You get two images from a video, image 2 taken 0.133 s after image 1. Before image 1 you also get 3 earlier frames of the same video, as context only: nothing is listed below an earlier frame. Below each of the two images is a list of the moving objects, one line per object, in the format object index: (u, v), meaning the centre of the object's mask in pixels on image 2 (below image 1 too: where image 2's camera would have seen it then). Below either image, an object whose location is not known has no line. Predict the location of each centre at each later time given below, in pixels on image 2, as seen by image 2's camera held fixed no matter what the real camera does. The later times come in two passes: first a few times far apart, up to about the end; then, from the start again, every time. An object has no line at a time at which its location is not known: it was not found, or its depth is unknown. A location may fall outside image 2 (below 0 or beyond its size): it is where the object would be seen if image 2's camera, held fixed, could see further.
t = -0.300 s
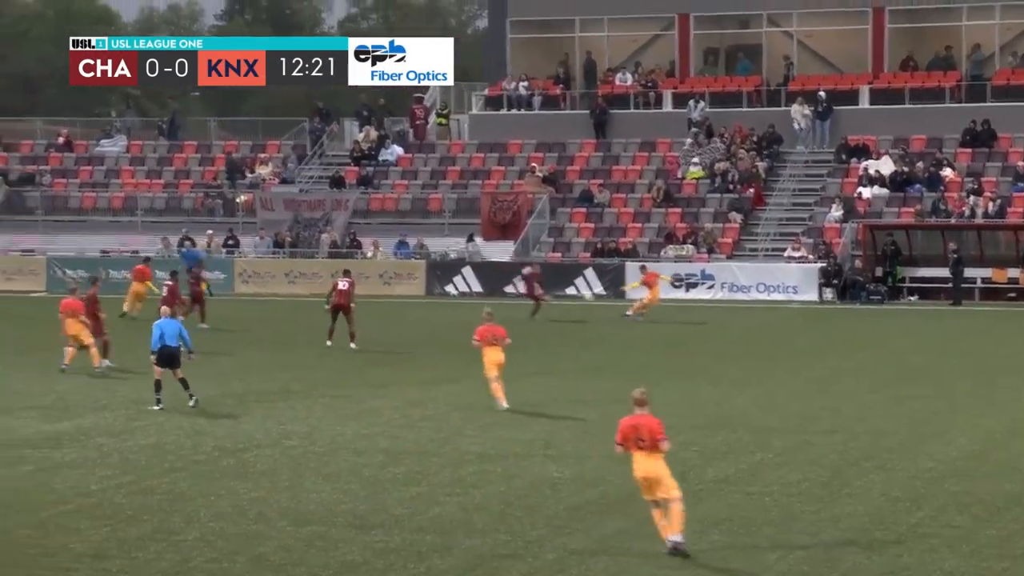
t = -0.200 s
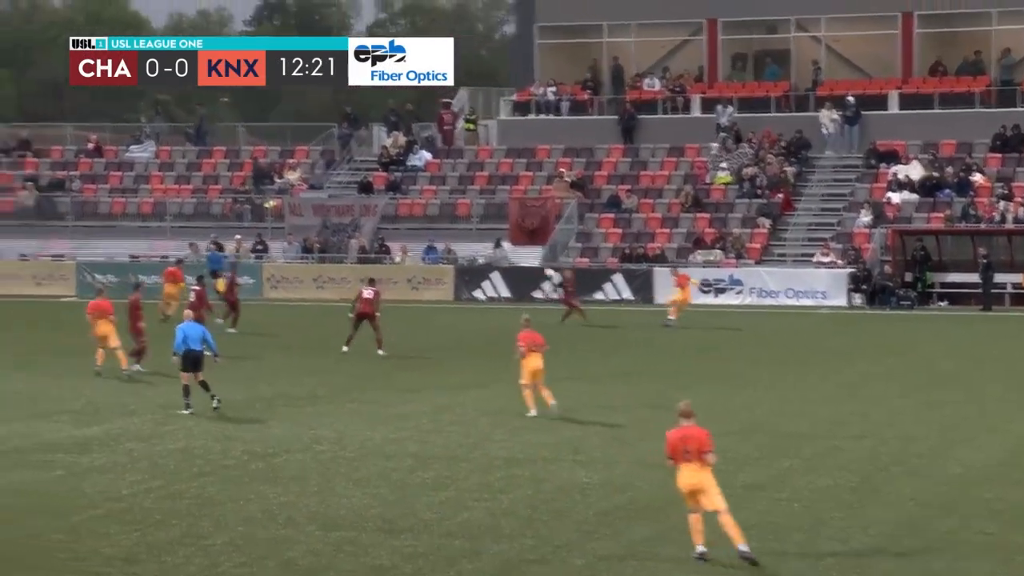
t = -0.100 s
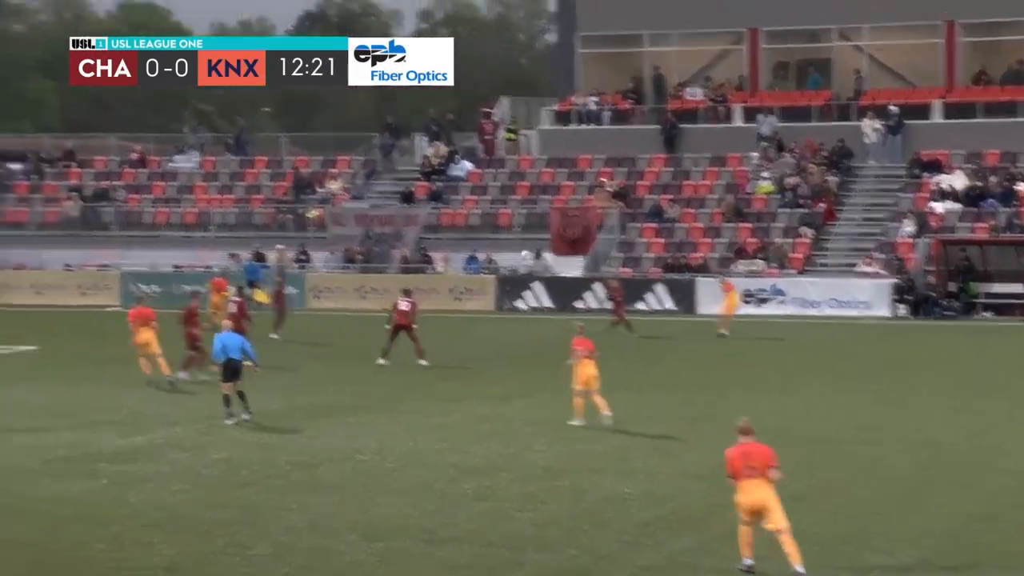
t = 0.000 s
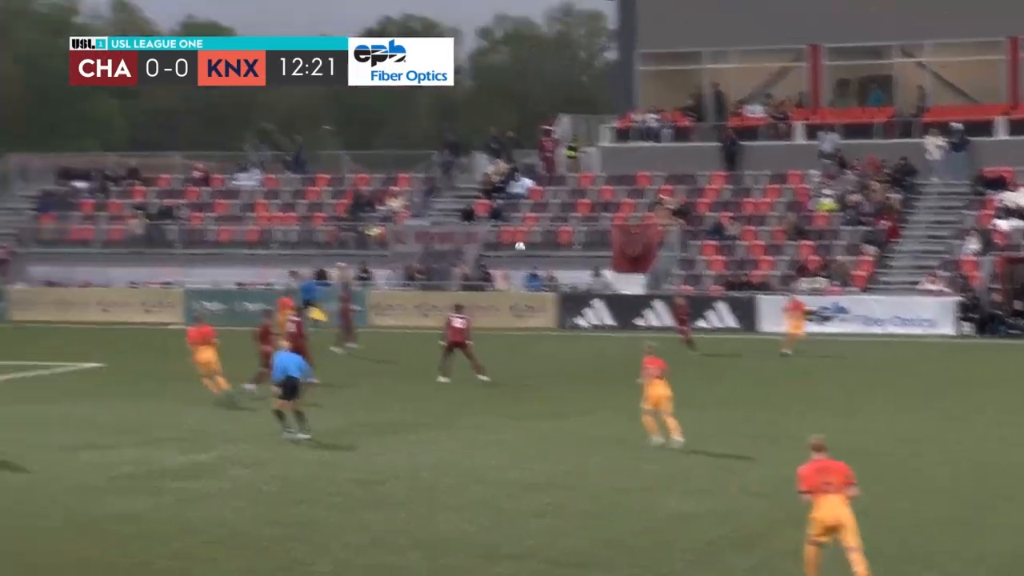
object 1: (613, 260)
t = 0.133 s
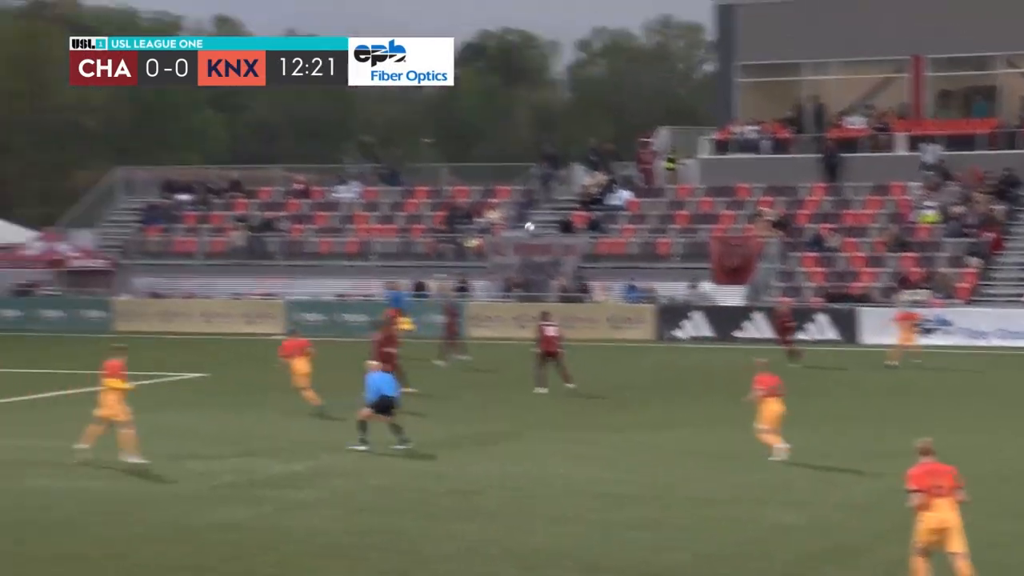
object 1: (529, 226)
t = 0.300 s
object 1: (422, 193)
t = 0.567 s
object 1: (241, 157)
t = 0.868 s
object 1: (23, 145)
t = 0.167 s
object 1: (508, 219)
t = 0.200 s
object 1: (487, 213)
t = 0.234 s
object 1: (465, 205)
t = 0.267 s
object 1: (444, 199)
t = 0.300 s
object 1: (422, 193)
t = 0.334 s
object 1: (401, 187)
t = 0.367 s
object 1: (379, 181)
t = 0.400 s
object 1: (356, 176)
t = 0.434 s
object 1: (334, 171)
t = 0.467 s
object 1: (311, 167)
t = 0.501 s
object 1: (288, 163)
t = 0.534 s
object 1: (264, 159)
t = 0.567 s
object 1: (241, 157)
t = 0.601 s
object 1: (218, 154)
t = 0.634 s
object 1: (195, 151)
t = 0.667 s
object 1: (172, 149)
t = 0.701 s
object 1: (147, 148)
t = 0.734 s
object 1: (123, 146)
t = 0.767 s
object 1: (100, 145)
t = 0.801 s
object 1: (74, 145)
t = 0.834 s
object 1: (49, 145)
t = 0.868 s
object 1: (23, 145)
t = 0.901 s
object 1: (-5, 145)
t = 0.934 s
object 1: (-31, 146)
